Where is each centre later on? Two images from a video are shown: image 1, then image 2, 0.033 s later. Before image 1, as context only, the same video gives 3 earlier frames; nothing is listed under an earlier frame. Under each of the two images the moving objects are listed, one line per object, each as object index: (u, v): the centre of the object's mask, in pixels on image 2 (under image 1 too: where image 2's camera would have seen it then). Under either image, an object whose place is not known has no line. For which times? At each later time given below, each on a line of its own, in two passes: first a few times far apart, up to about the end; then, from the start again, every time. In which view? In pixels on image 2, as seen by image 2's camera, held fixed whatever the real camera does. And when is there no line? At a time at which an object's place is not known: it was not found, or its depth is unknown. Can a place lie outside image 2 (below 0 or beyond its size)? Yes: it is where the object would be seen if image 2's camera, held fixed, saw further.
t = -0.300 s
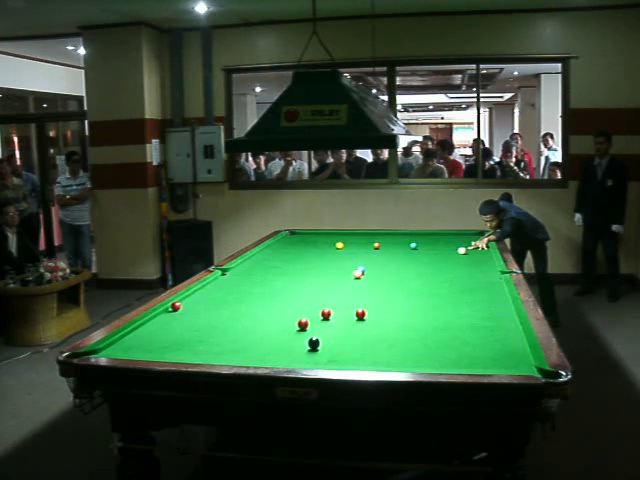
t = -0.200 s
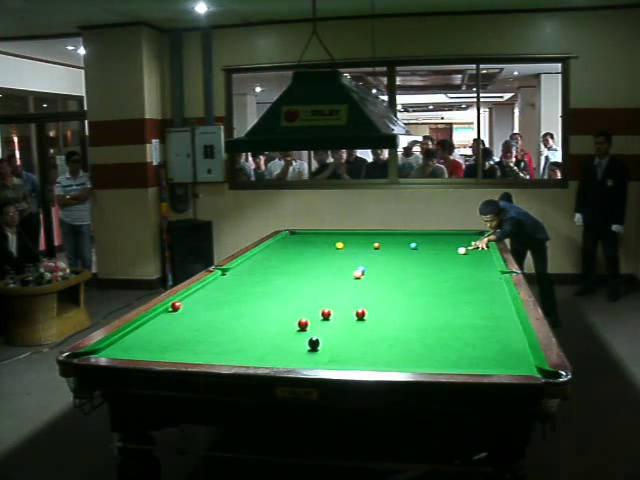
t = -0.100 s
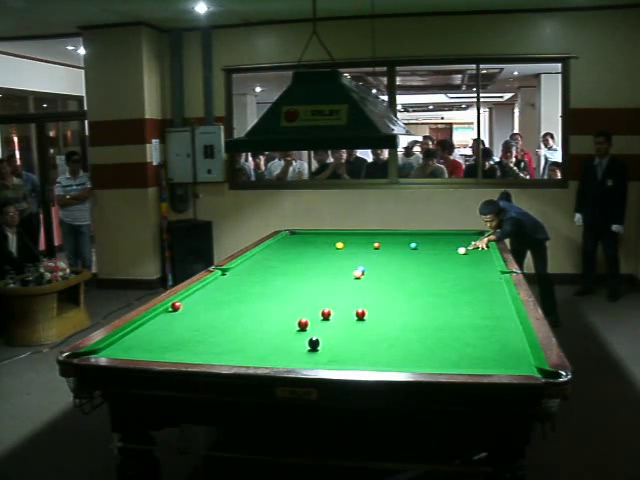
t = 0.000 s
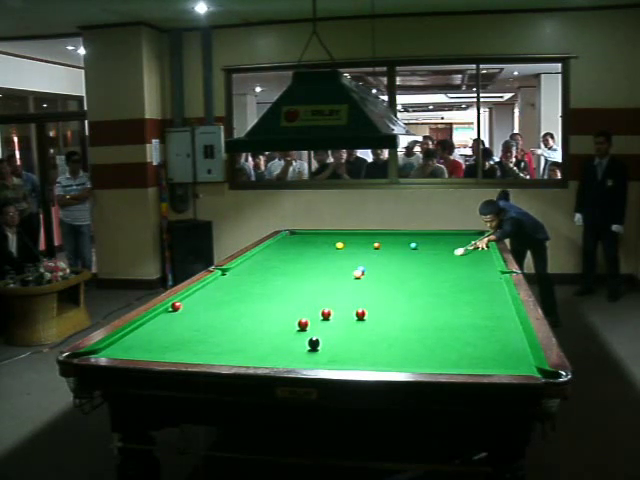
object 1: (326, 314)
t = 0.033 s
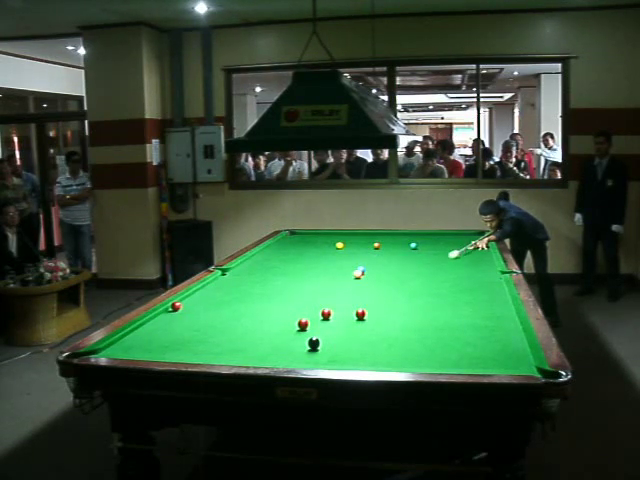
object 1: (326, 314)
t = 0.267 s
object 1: (326, 314)
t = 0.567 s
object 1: (326, 314)
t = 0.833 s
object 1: (217, 333)
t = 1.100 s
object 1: (115, 349)
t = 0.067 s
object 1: (326, 314)
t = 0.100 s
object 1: (326, 314)
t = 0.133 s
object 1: (326, 314)
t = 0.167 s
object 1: (326, 314)
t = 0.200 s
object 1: (326, 314)
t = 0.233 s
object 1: (326, 314)
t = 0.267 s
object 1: (326, 314)
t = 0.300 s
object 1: (326, 314)
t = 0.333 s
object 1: (326, 314)
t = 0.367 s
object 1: (326, 314)
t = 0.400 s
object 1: (326, 314)
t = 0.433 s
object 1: (326, 314)
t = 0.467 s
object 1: (326, 314)
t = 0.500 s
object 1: (326, 314)
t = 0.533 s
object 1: (326, 314)
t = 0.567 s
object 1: (326, 314)
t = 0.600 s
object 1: (318, 314)
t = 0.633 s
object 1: (303, 315)
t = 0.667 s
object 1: (288, 320)
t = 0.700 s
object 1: (273, 323)
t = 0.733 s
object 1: (259, 326)
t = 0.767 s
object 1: (245, 328)
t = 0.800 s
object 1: (231, 330)
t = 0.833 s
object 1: (217, 333)
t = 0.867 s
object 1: (204, 336)
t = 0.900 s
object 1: (191, 338)
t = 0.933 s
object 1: (178, 341)
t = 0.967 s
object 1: (166, 342)
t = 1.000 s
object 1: (153, 345)
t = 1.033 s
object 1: (141, 346)
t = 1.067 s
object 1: (129, 348)
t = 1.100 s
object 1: (115, 349)
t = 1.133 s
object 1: (102, 350)
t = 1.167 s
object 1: (89, 353)
